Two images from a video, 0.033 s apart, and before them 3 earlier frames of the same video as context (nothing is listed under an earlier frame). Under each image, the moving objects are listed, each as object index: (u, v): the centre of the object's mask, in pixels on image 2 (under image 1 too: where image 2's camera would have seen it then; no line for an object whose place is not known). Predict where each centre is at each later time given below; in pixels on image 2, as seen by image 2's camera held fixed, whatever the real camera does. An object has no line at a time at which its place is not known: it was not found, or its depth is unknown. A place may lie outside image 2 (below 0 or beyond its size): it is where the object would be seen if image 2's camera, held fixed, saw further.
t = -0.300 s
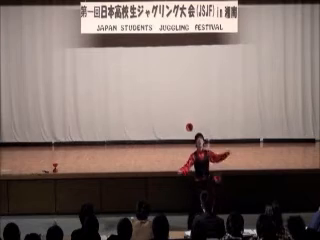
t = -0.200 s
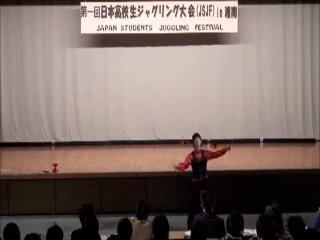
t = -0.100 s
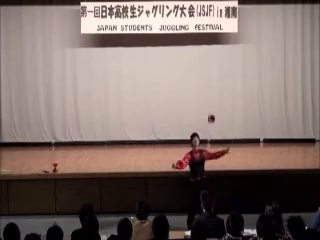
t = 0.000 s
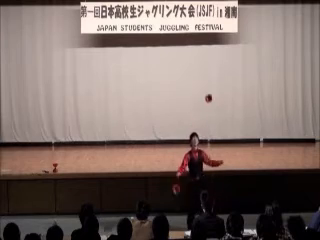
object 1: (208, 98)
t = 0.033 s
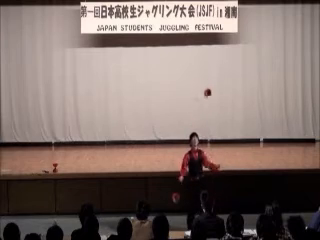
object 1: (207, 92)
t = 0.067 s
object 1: (206, 88)
